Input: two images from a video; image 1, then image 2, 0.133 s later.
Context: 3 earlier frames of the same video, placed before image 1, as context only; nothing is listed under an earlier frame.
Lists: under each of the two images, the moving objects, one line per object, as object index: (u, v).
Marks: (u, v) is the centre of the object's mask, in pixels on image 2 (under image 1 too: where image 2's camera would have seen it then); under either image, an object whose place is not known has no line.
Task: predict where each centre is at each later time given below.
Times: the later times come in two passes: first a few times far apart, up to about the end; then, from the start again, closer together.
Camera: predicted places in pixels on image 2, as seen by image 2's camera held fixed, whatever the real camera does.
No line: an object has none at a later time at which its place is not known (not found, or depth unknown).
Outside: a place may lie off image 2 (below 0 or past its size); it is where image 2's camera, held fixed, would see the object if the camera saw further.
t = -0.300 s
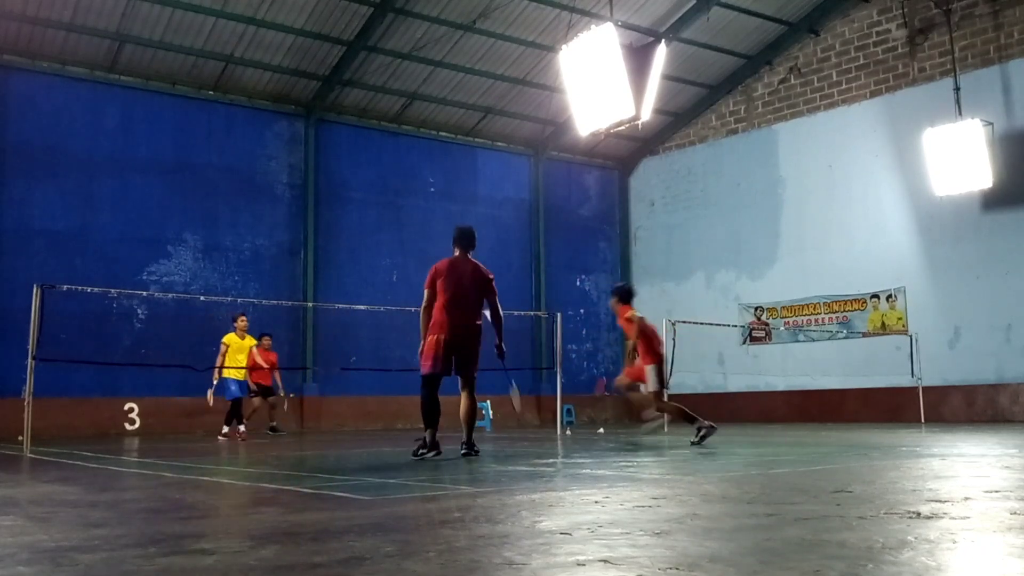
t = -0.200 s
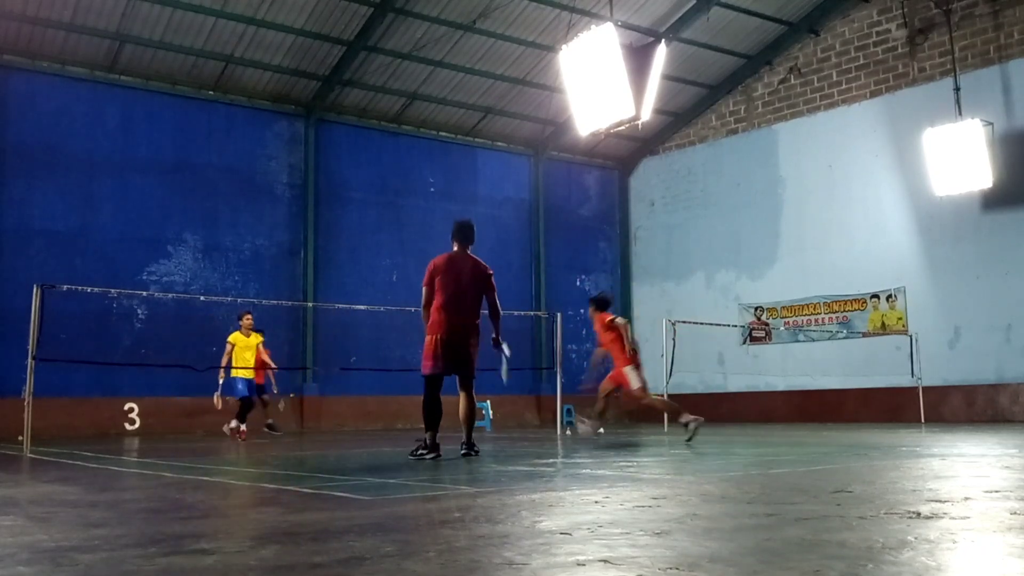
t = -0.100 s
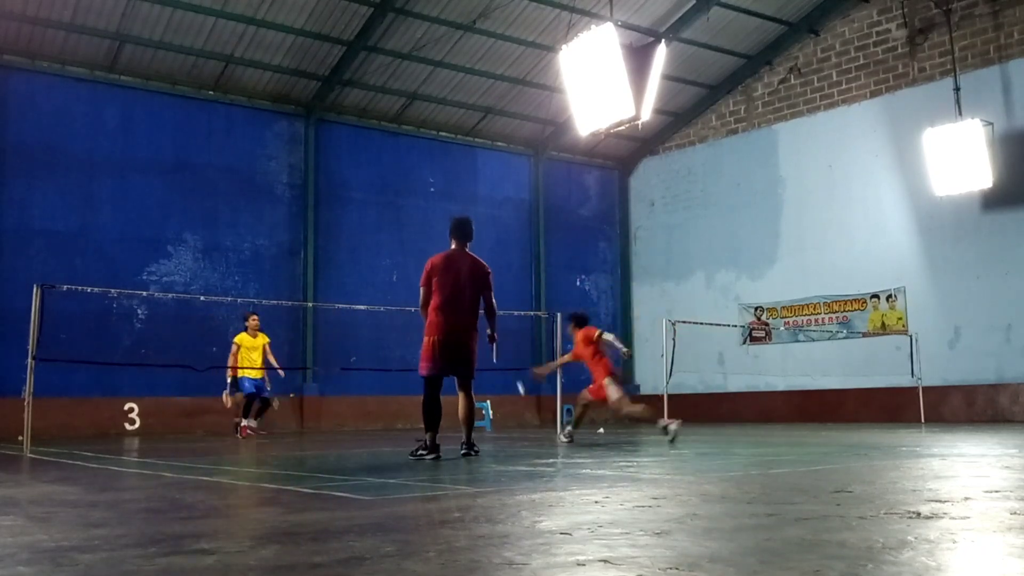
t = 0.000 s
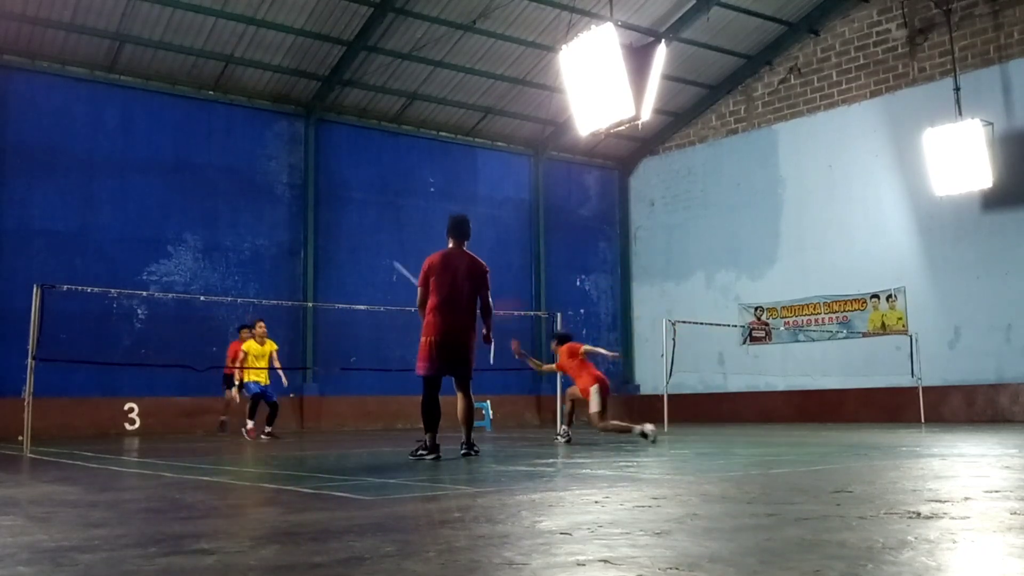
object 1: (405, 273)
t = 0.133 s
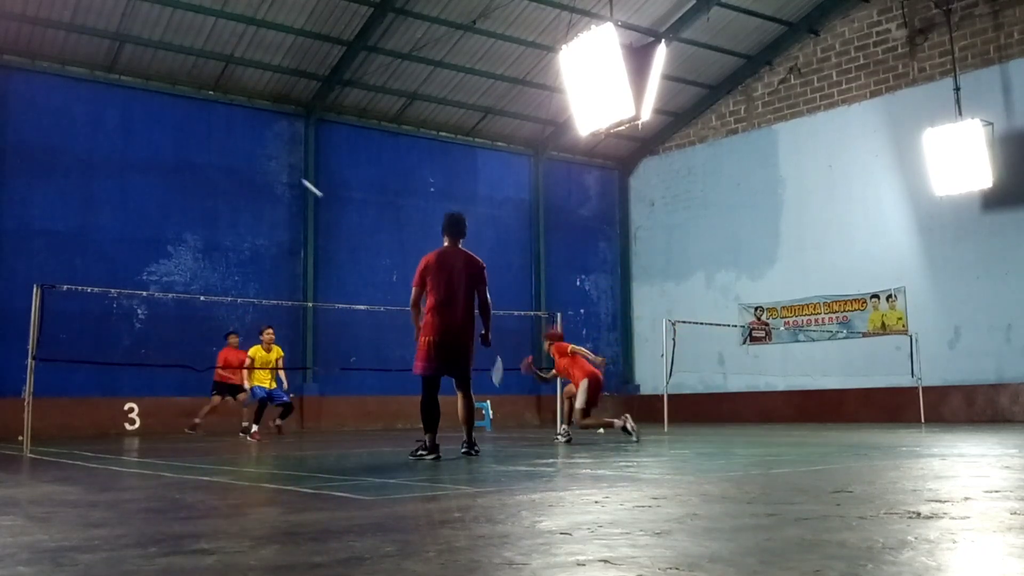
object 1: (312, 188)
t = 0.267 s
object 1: (248, 141)
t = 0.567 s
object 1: (154, 112)
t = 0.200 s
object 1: (277, 161)
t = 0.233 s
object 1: (262, 151)
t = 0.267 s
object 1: (248, 141)
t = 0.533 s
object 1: (162, 111)
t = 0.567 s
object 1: (154, 112)
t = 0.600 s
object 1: (145, 113)
